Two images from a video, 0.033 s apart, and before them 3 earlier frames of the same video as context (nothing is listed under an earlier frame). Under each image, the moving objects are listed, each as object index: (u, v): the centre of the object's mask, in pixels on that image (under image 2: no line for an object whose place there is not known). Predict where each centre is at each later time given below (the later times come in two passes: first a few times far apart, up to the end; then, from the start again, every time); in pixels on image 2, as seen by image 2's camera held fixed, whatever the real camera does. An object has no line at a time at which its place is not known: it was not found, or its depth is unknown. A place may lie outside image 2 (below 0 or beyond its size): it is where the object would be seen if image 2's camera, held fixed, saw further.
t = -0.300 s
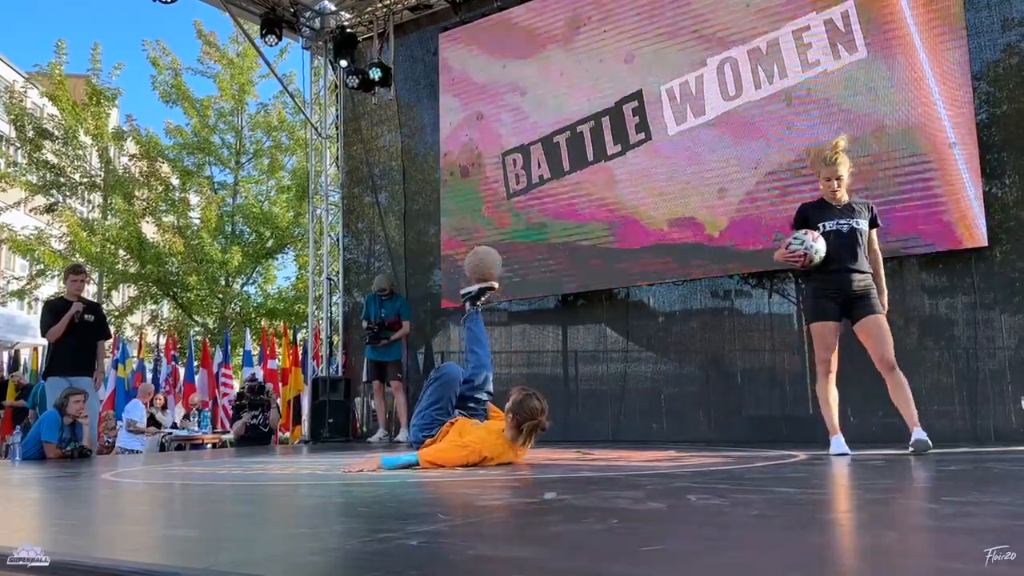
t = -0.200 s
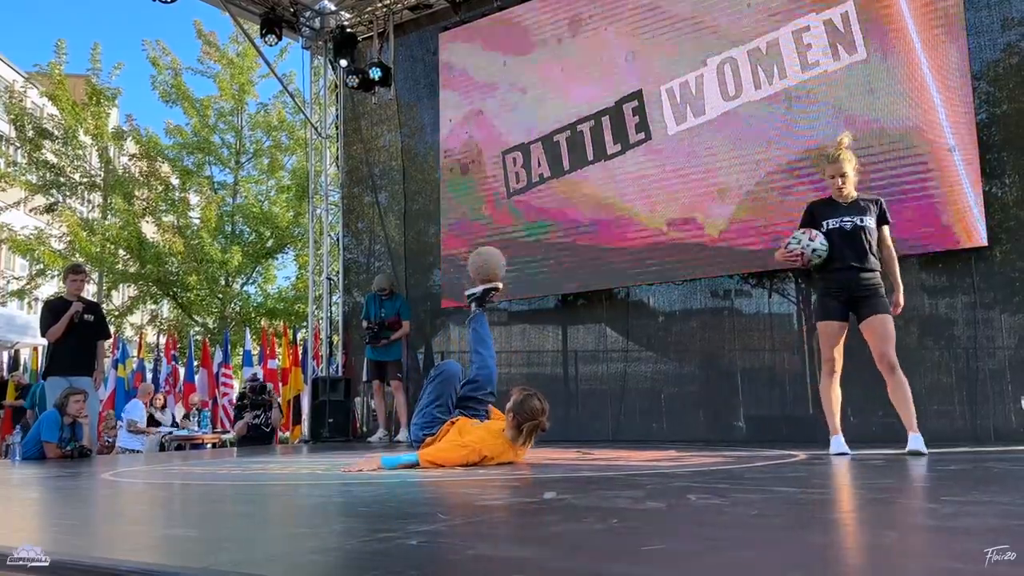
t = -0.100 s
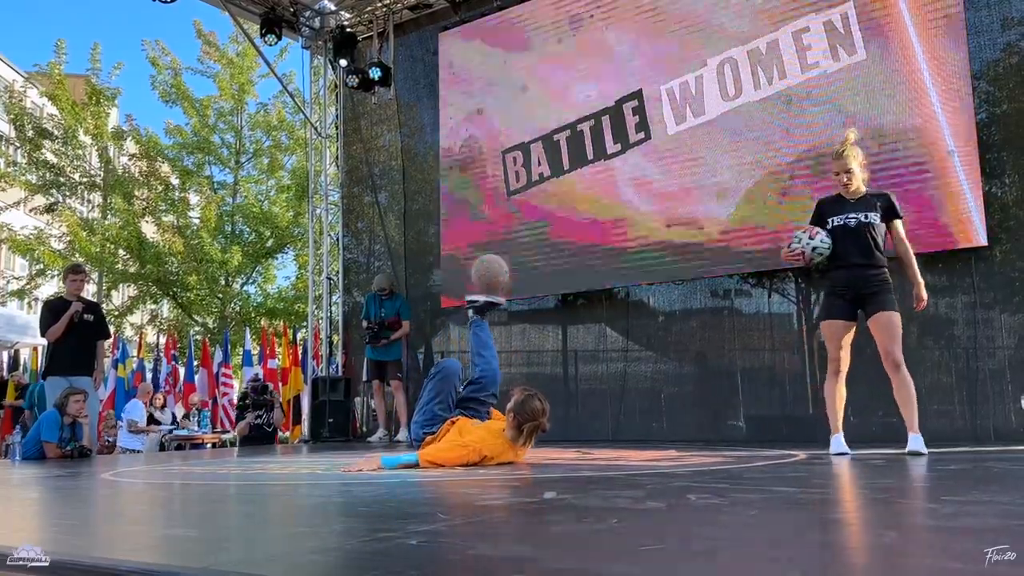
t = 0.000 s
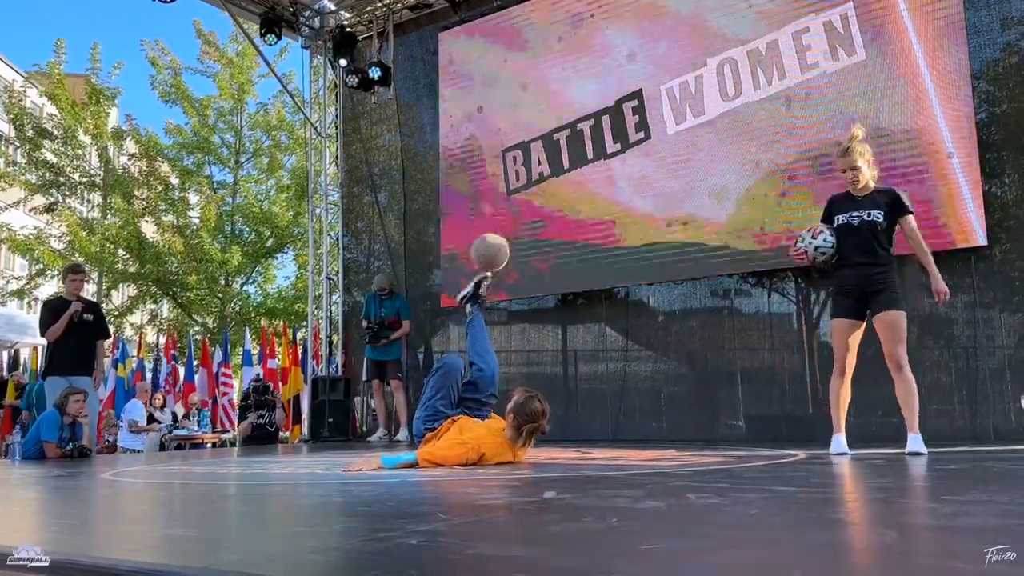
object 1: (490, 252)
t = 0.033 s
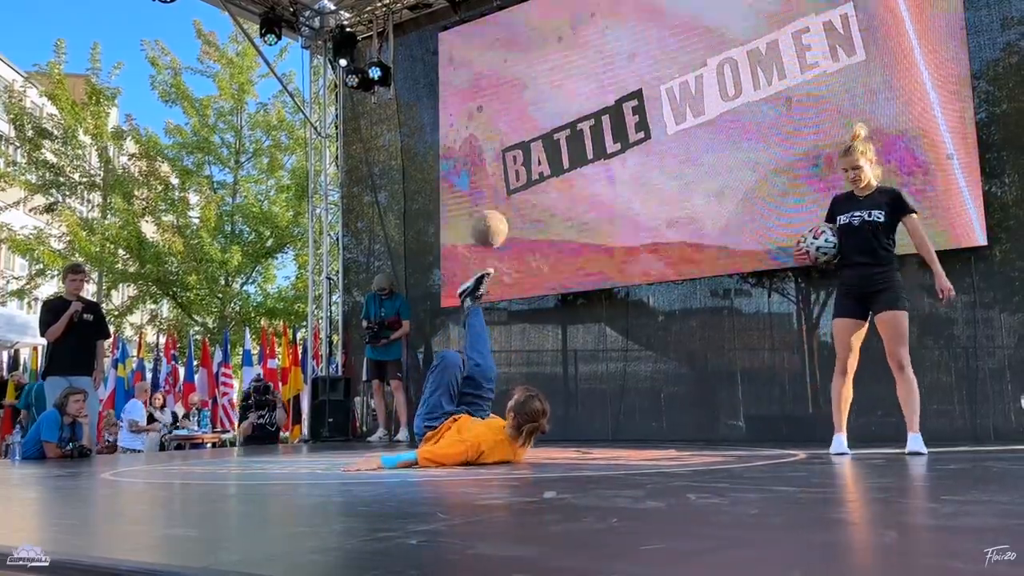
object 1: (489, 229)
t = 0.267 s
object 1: (484, 123)
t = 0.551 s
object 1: (482, 121)
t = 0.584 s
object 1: (482, 129)
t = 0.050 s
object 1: (488, 218)
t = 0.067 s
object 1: (488, 208)
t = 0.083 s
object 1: (488, 198)
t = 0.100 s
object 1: (487, 189)
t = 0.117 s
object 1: (487, 180)
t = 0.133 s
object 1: (486, 171)
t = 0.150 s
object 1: (486, 163)
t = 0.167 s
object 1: (486, 157)
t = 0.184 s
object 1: (484, 149)
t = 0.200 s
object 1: (486, 144)
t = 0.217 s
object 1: (485, 138)
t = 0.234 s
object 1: (485, 132)
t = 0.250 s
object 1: (484, 128)
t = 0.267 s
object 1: (484, 123)
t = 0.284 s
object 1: (484, 120)
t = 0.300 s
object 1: (484, 116)
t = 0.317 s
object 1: (484, 114)
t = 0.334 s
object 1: (483, 111)
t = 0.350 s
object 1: (483, 109)
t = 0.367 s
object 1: (483, 108)
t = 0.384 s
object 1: (483, 107)
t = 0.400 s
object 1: (482, 106)
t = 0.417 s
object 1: (482, 106)
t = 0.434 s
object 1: (482, 106)
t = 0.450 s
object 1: (482, 107)
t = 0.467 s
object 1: (482, 108)
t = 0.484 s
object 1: (482, 110)
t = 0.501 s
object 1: (482, 111)
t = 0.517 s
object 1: (482, 114)
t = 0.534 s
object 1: (482, 117)
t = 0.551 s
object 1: (482, 121)
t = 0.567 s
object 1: (482, 125)
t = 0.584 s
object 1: (482, 129)
